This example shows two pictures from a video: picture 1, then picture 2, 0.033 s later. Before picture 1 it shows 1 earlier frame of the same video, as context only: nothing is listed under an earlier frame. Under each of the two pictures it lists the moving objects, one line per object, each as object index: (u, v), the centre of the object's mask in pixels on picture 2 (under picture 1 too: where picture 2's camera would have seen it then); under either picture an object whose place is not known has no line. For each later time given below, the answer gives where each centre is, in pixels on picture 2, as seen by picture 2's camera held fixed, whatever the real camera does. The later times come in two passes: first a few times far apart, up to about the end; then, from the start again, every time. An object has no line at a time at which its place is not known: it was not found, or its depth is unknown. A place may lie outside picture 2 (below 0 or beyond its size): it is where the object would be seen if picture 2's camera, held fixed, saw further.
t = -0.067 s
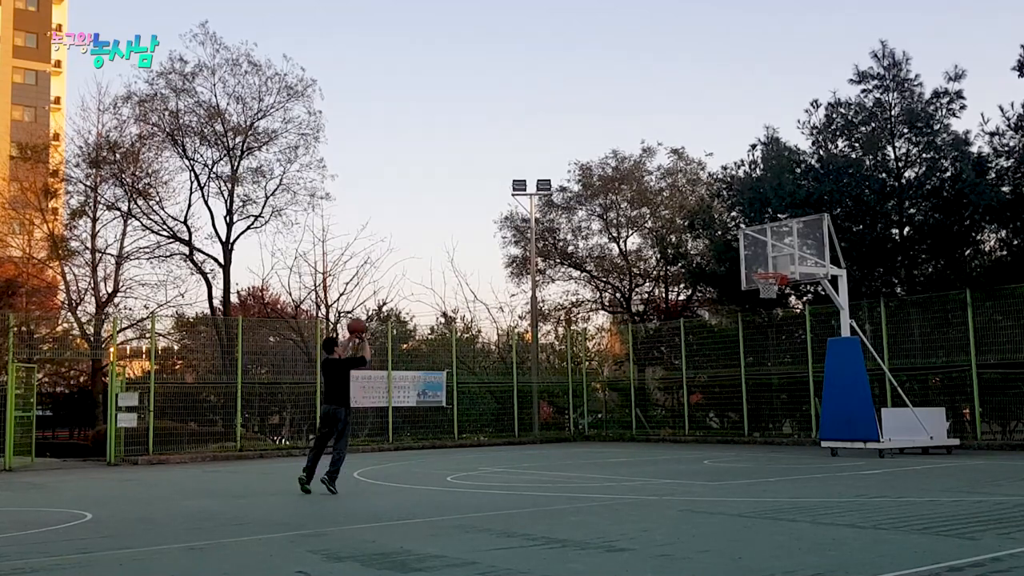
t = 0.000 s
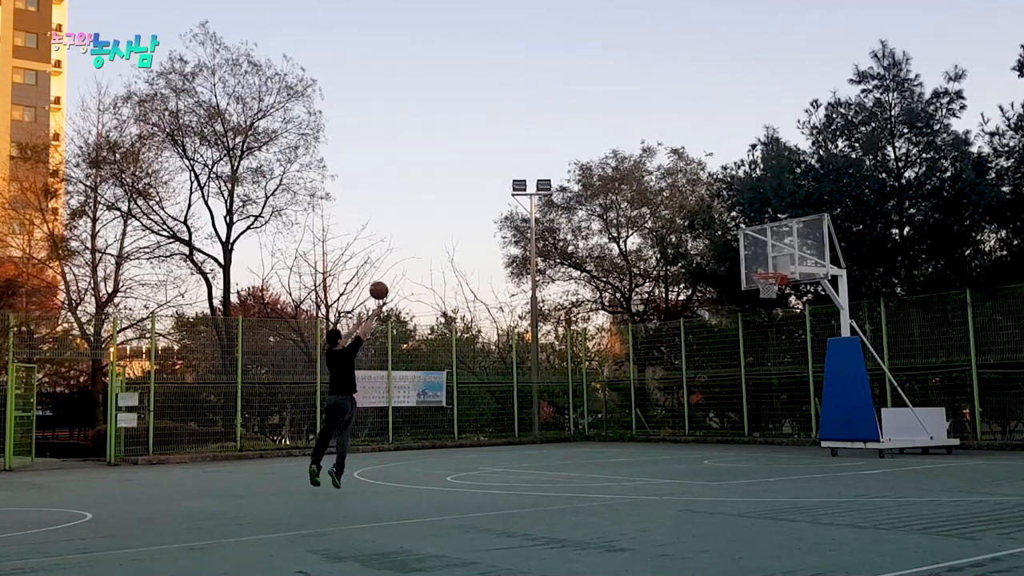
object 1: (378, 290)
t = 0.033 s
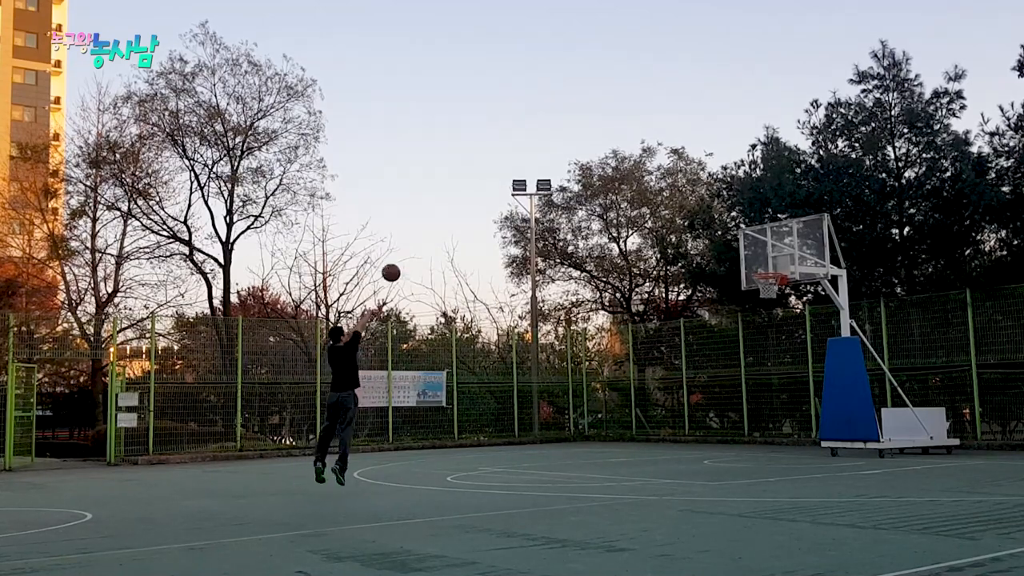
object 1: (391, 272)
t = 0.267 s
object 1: (472, 179)
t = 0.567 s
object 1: (565, 128)
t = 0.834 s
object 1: (639, 134)
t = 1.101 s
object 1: (709, 184)
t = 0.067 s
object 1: (403, 256)
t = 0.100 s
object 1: (415, 240)
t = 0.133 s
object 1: (427, 226)
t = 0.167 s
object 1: (439, 213)
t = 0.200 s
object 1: (450, 201)
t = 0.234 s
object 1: (461, 189)
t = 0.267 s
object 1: (472, 179)
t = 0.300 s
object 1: (483, 170)
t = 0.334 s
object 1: (494, 162)
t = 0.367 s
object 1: (505, 154)
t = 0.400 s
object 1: (515, 148)
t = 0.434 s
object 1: (526, 142)
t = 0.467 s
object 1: (536, 137)
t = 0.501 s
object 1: (546, 133)
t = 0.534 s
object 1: (556, 130)
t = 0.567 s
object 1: (565, 128)
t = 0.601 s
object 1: (575, 126)
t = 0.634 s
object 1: (585, 125)
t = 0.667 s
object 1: (594, 125)
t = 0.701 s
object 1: (603, 125)
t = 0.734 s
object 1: (612, 126)
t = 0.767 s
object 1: (621, 128)
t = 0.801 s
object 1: (630, 131)
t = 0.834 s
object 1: (639, 134)
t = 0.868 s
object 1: (648, 138)
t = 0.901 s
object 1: (657, 143)
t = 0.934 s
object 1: (666, 148)
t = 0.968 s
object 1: (674, 154)
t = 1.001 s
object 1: (683, 160)
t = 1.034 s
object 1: (691, 168)
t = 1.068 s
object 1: (700, 176)
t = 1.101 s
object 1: (709, 184)
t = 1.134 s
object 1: (717, 192)
